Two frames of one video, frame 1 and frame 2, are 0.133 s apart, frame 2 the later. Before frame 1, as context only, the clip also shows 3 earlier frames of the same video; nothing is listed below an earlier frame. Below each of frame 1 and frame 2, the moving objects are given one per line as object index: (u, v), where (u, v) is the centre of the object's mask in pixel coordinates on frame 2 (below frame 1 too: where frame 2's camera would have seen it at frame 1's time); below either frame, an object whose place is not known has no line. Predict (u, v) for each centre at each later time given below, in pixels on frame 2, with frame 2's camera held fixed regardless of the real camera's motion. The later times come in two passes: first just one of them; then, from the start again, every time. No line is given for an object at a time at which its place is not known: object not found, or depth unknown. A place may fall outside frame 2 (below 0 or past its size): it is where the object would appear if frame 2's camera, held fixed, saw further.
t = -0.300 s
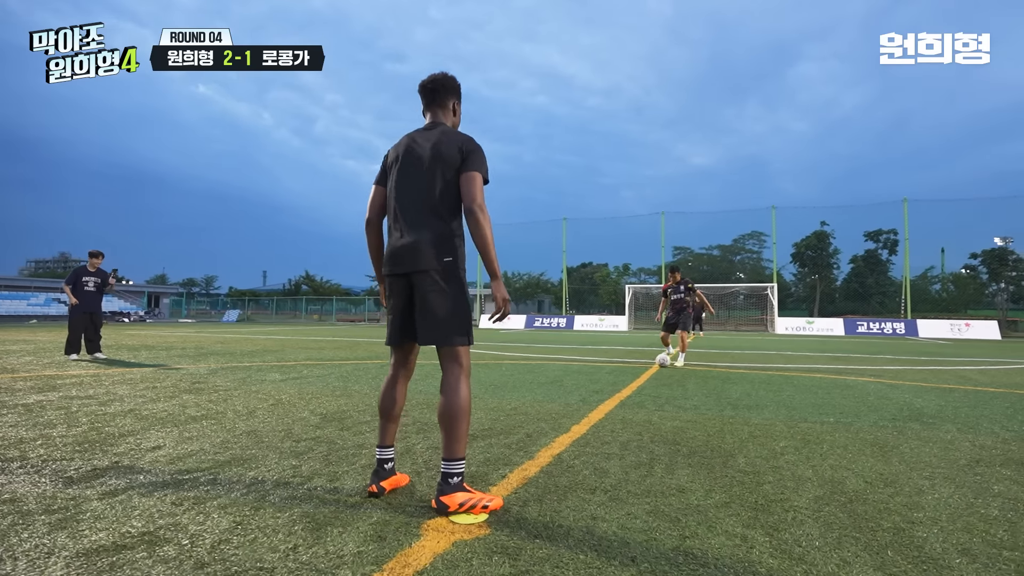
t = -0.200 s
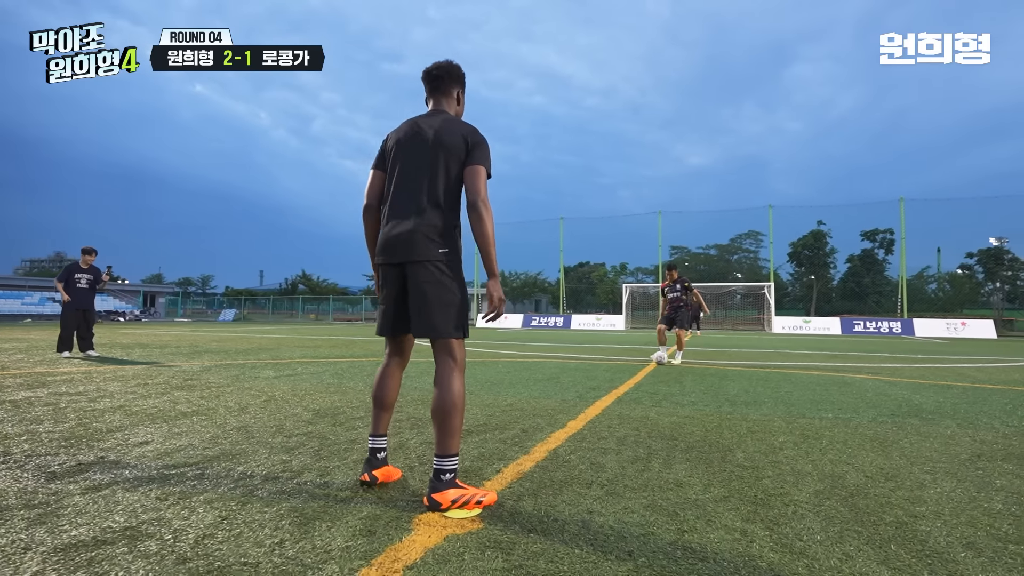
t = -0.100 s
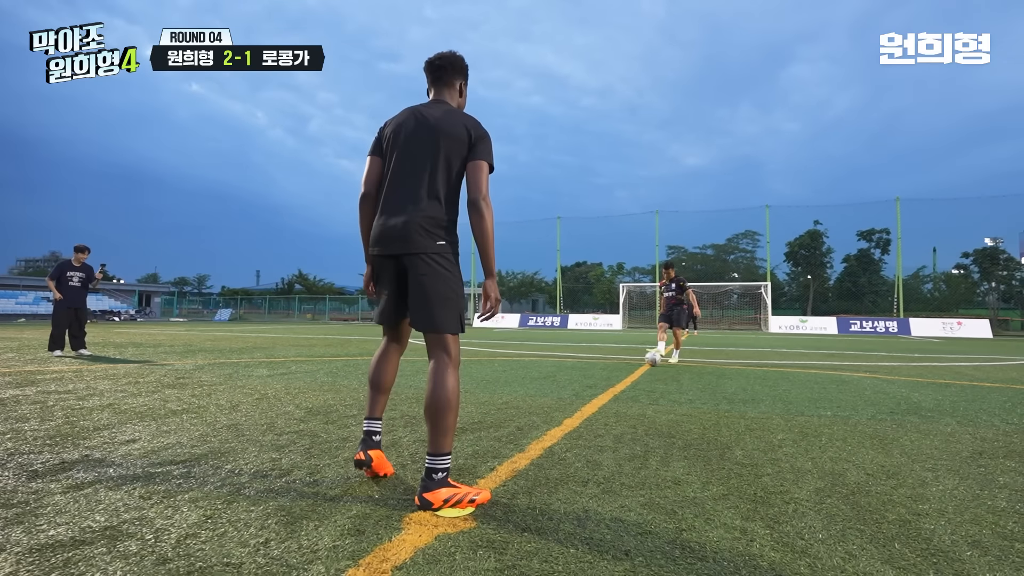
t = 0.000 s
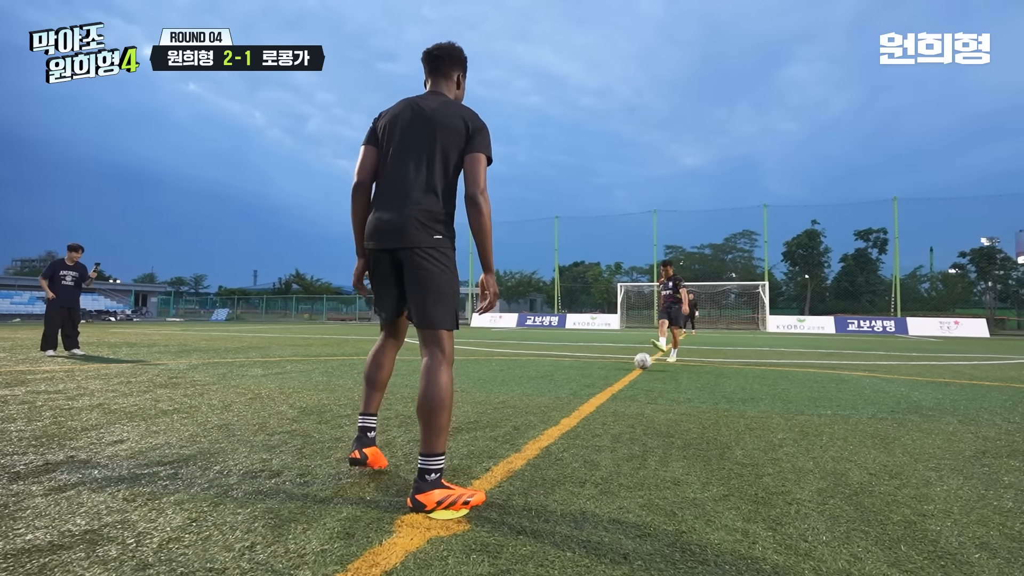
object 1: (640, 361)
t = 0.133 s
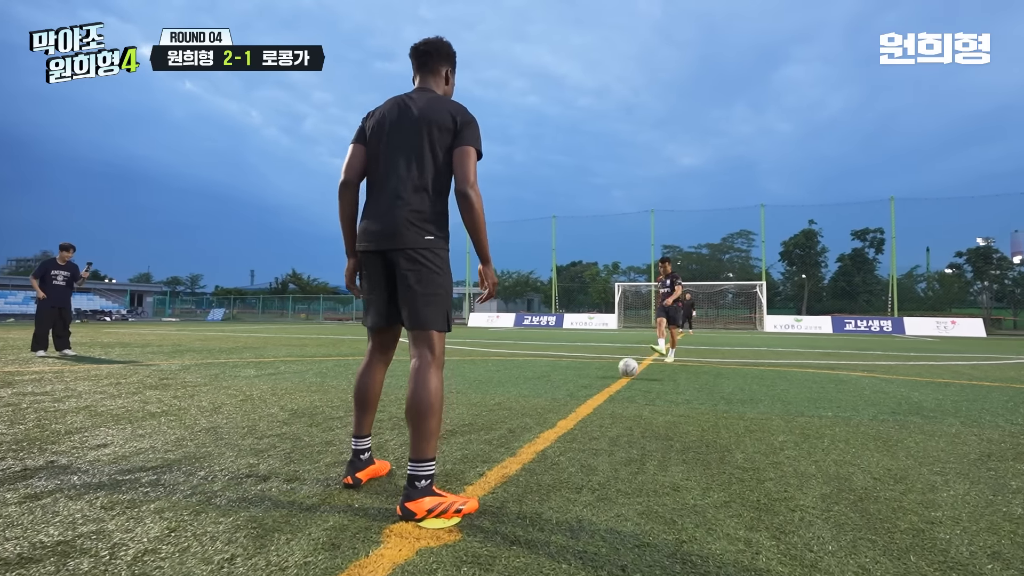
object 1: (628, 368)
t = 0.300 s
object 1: (610, 375)
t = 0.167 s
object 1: (624, 369)
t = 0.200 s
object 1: (621, 372)
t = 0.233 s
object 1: (617, 374)
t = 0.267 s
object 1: (614, 374)
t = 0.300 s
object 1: (610, 375)
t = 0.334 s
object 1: (606, 378)
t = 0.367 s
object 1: (602, 382)
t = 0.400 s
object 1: (597, 384)
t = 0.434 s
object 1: (593, 385)
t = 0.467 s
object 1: (589, 386)
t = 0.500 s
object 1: (584, 389)
